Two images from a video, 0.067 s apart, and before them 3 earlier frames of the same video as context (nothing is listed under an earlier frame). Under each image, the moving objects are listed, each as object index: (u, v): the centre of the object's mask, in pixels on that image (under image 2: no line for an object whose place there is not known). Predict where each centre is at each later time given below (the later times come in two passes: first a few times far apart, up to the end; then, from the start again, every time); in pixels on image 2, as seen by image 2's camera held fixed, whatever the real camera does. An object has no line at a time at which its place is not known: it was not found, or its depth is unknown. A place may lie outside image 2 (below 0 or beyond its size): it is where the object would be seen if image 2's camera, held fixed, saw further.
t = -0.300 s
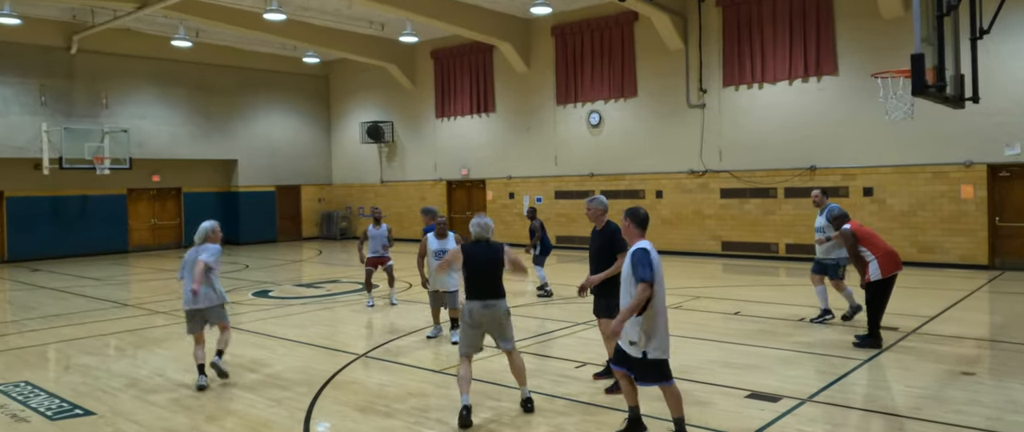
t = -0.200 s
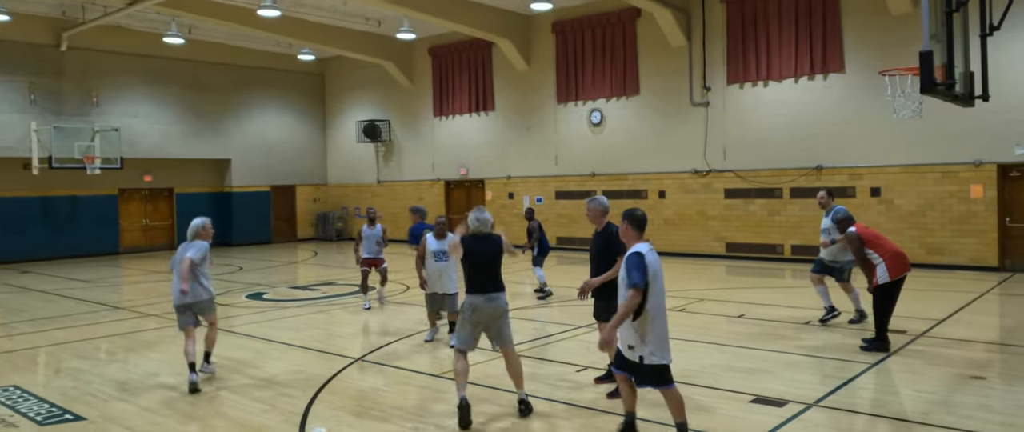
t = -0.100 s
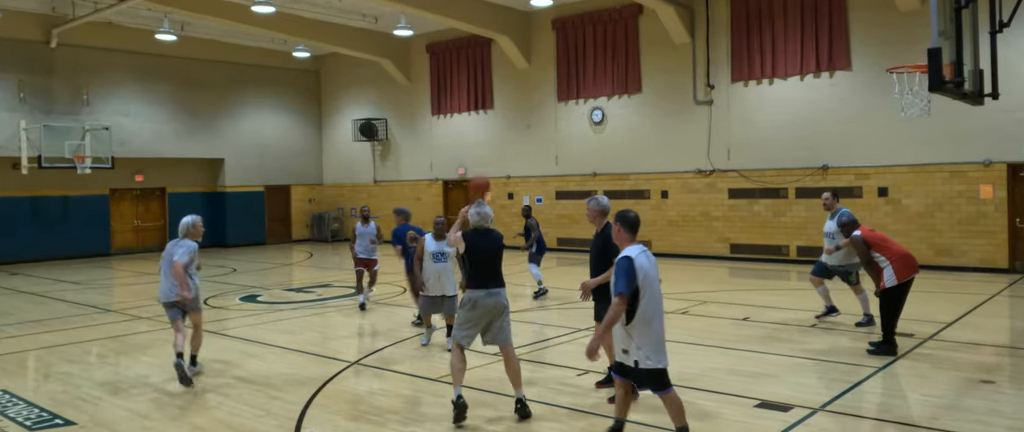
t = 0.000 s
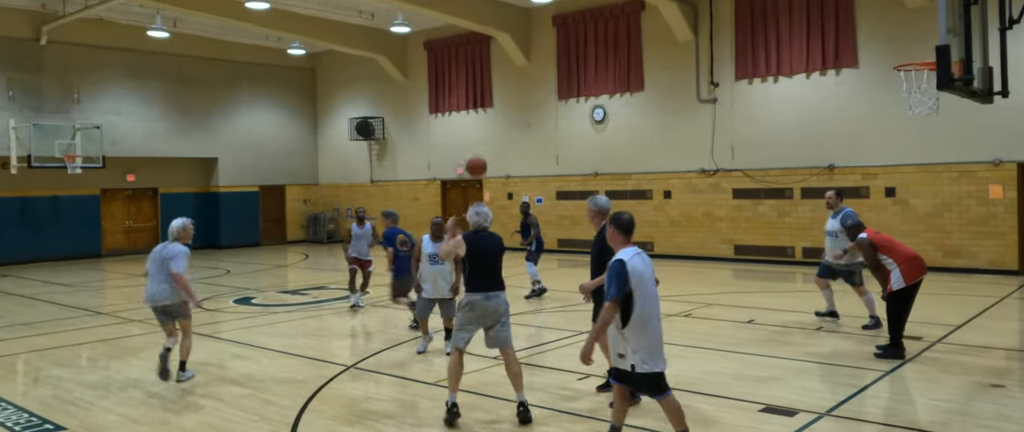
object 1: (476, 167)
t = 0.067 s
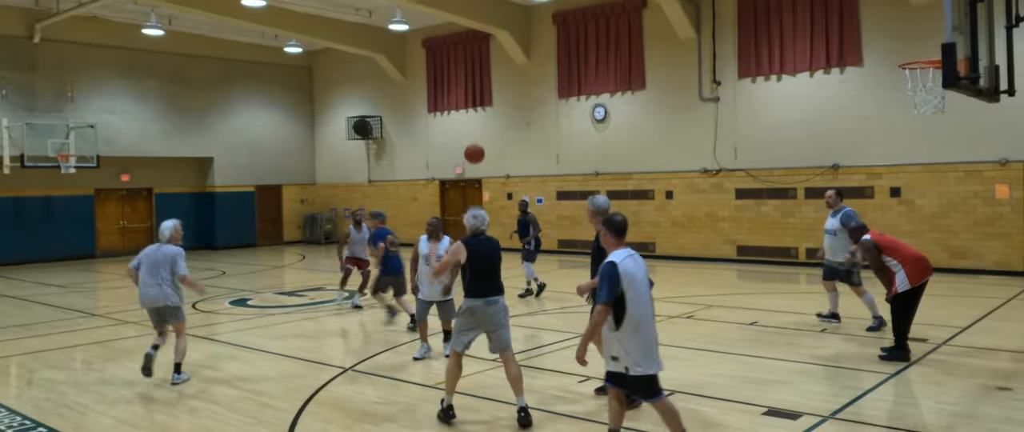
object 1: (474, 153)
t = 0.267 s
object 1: (470, 139)
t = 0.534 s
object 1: (466, 147)
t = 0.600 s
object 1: (464, 151)
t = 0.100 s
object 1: (474, 149)
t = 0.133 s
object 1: (473, 148)
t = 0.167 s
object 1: (472, 145)
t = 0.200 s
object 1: (471, 142)
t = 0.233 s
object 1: (471, 140)
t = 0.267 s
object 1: (470, 139)
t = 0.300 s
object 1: (470, 139)
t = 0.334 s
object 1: (469, 139)
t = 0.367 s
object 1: (468, 139)
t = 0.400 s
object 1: (468, 140)
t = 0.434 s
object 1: (467, 140)
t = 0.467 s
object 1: (467, 142)
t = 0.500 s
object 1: (466, 145)
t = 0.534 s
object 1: (466, 147)
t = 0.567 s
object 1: (465, 151)
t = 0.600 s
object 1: (464, 151)
